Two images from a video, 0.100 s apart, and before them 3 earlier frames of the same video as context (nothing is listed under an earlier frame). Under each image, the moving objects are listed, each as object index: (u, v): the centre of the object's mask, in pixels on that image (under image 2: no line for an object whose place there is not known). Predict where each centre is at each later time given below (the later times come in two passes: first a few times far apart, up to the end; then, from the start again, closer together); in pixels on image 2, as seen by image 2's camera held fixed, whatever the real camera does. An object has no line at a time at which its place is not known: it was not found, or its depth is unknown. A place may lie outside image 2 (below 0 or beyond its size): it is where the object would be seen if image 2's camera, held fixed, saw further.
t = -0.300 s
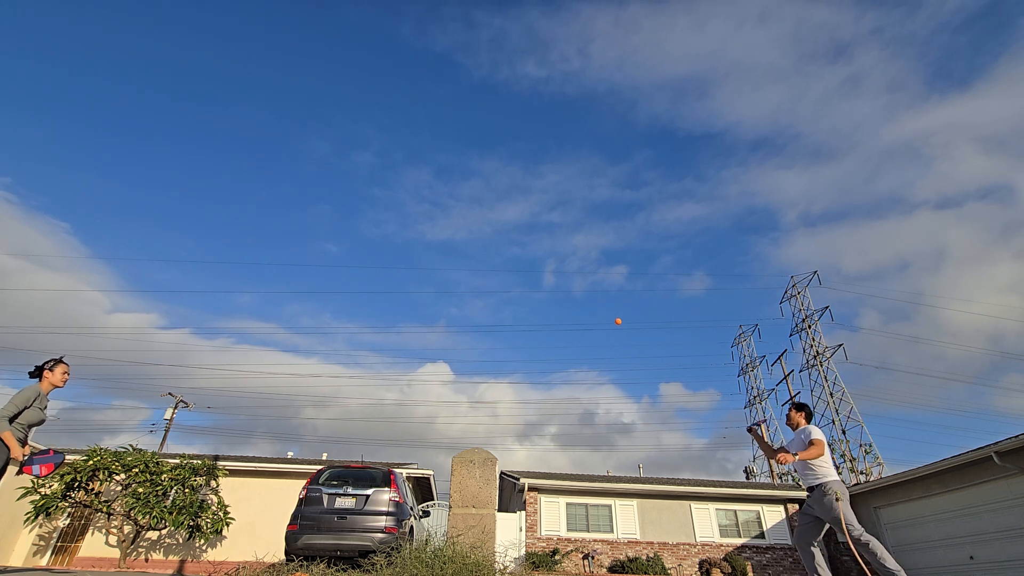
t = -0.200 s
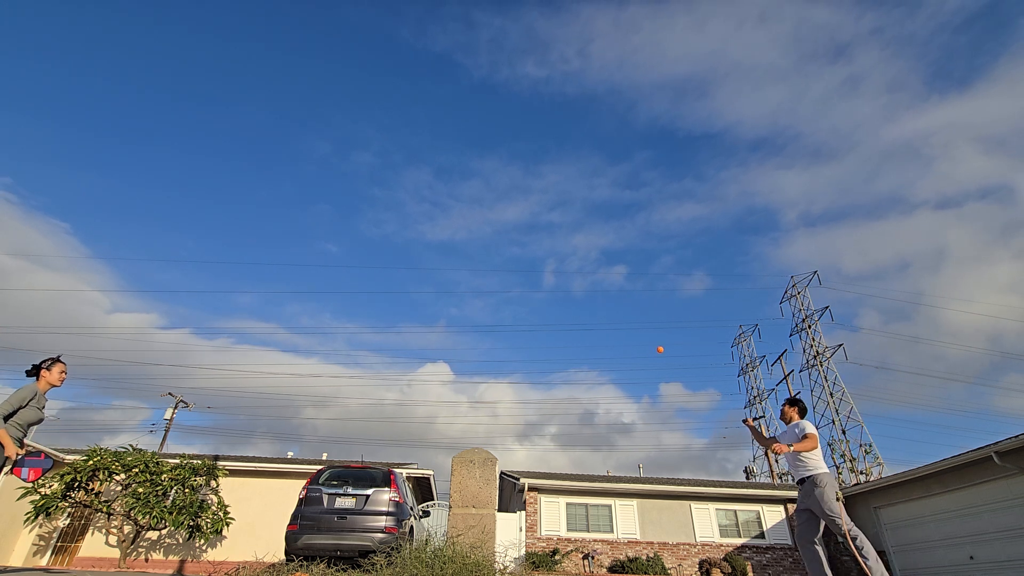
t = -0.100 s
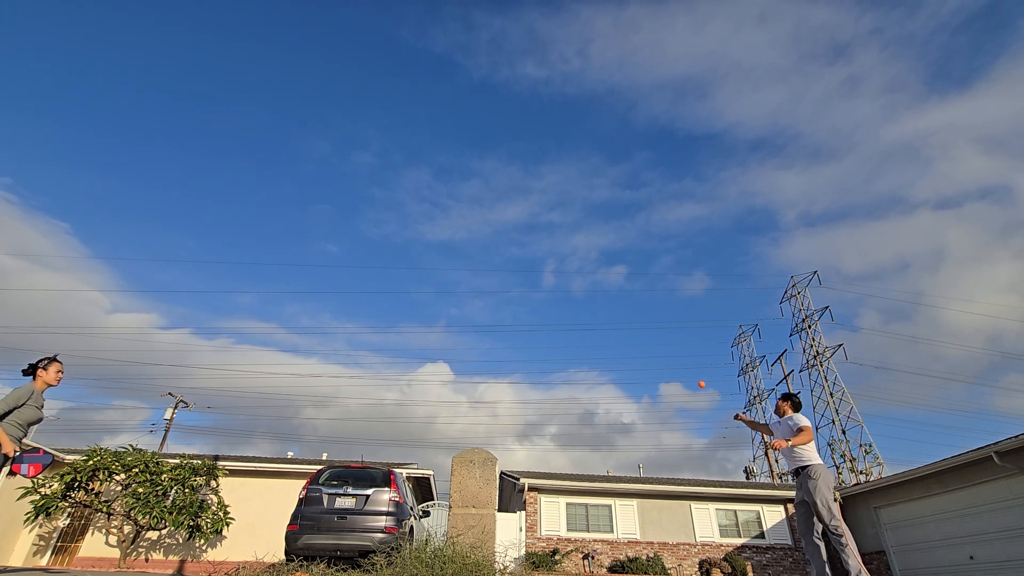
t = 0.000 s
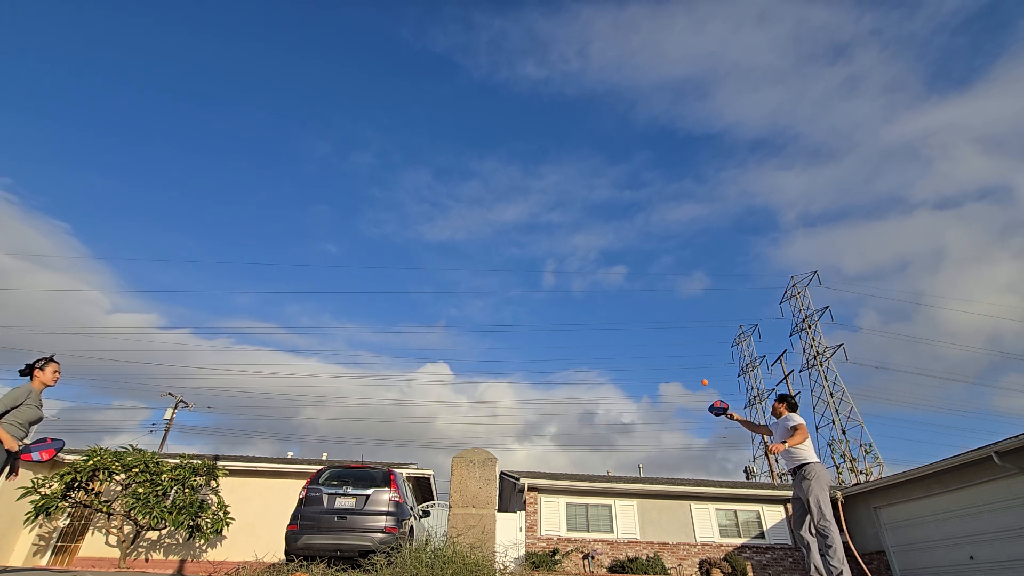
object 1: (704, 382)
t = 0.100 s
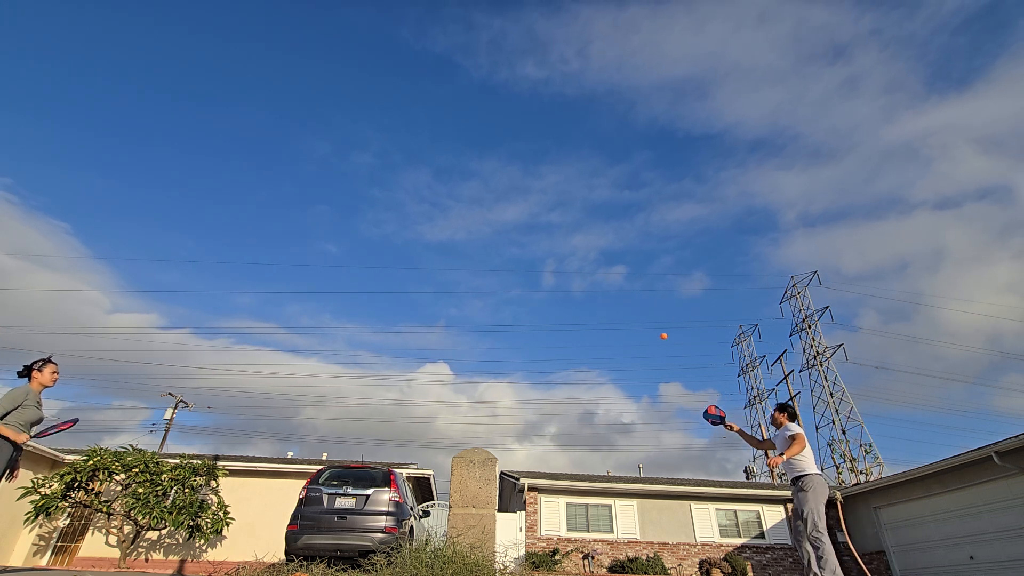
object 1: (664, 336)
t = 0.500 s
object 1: (513, 231)
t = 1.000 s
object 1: (251, 279)
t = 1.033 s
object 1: (224, 293)
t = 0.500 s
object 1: (513, 231)
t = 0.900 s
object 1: (321, 248)
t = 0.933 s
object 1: (299, 257)
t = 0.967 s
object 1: (276, 267)
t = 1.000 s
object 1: (251, 279)
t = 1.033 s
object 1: (224, 293)
